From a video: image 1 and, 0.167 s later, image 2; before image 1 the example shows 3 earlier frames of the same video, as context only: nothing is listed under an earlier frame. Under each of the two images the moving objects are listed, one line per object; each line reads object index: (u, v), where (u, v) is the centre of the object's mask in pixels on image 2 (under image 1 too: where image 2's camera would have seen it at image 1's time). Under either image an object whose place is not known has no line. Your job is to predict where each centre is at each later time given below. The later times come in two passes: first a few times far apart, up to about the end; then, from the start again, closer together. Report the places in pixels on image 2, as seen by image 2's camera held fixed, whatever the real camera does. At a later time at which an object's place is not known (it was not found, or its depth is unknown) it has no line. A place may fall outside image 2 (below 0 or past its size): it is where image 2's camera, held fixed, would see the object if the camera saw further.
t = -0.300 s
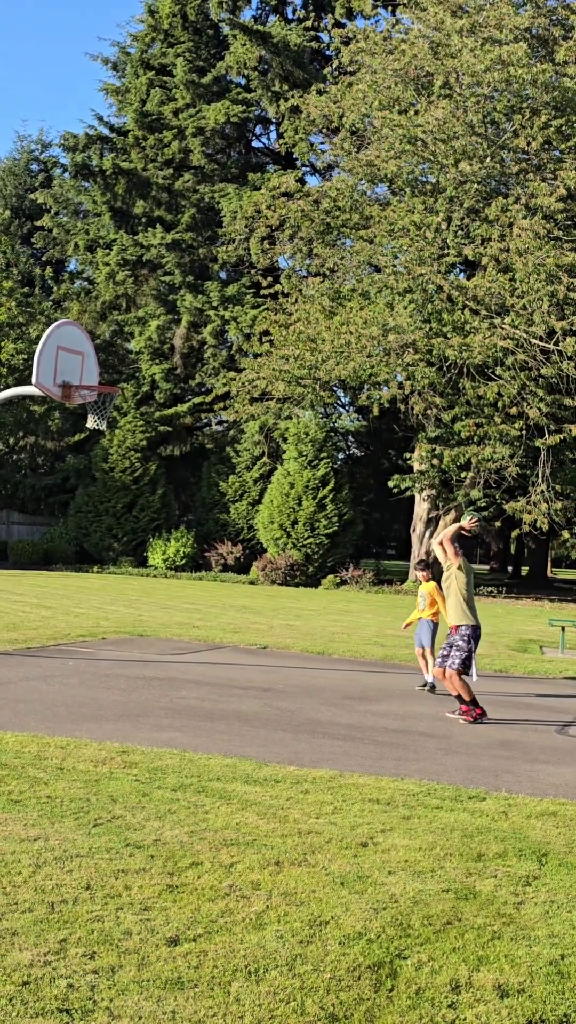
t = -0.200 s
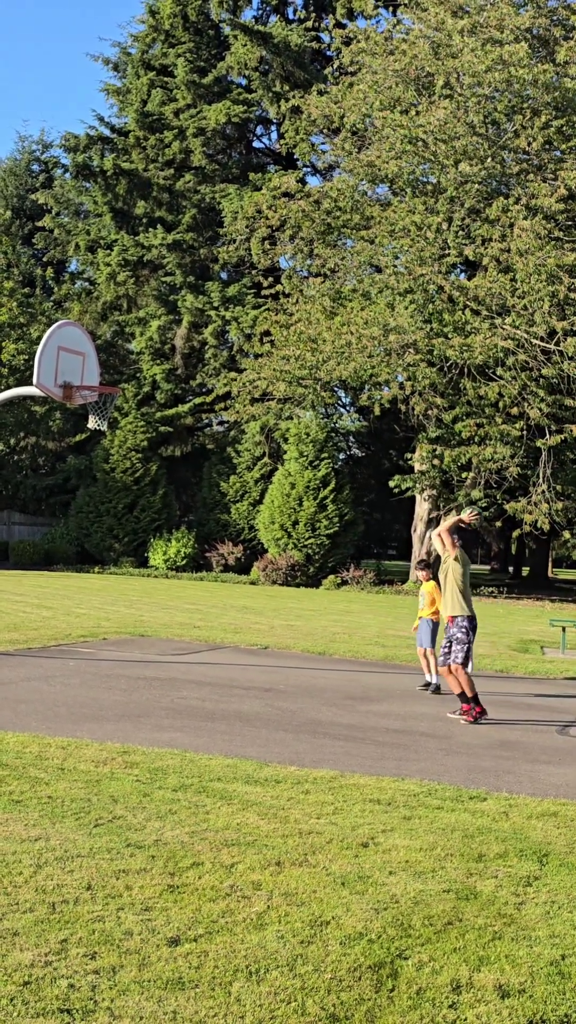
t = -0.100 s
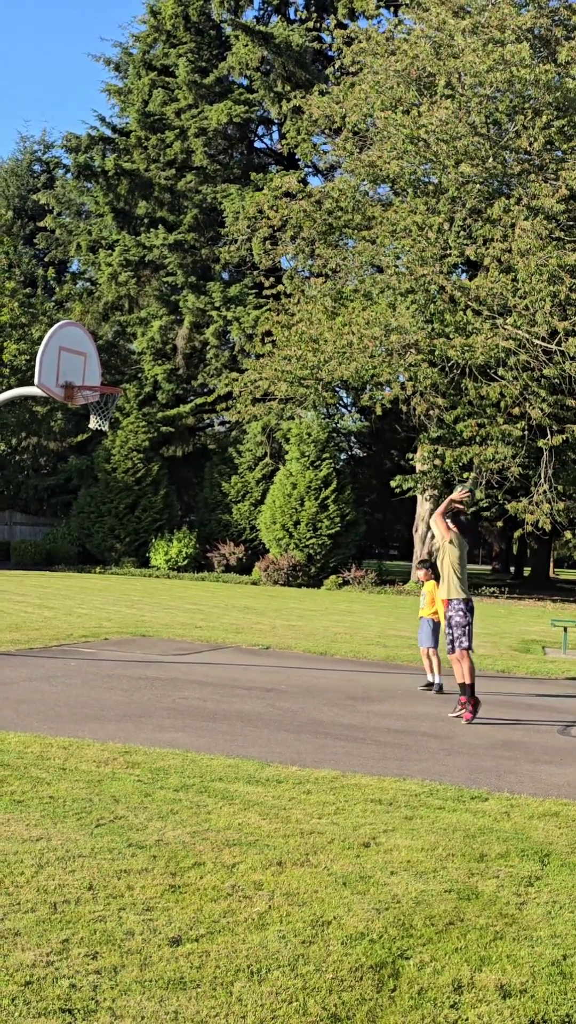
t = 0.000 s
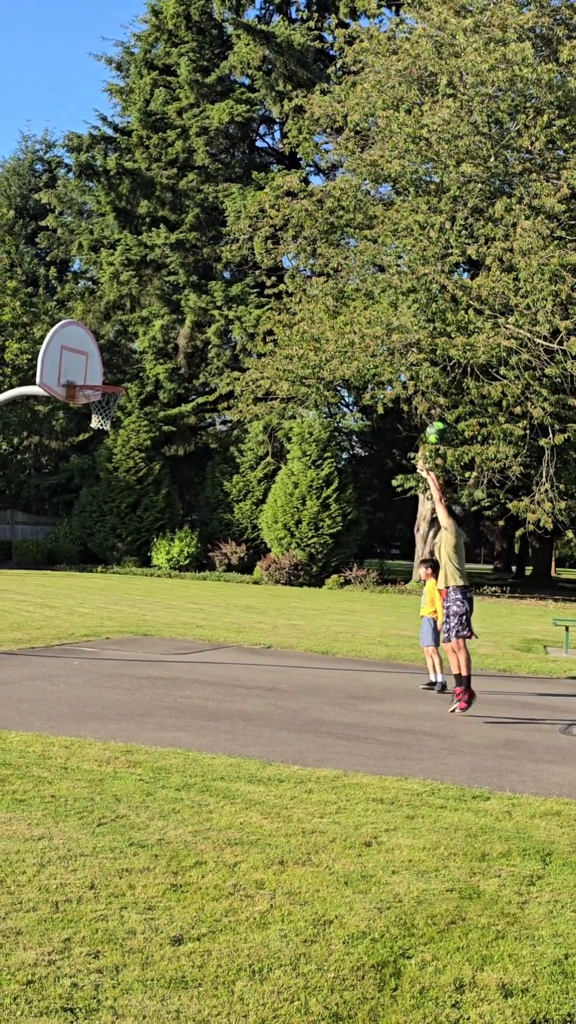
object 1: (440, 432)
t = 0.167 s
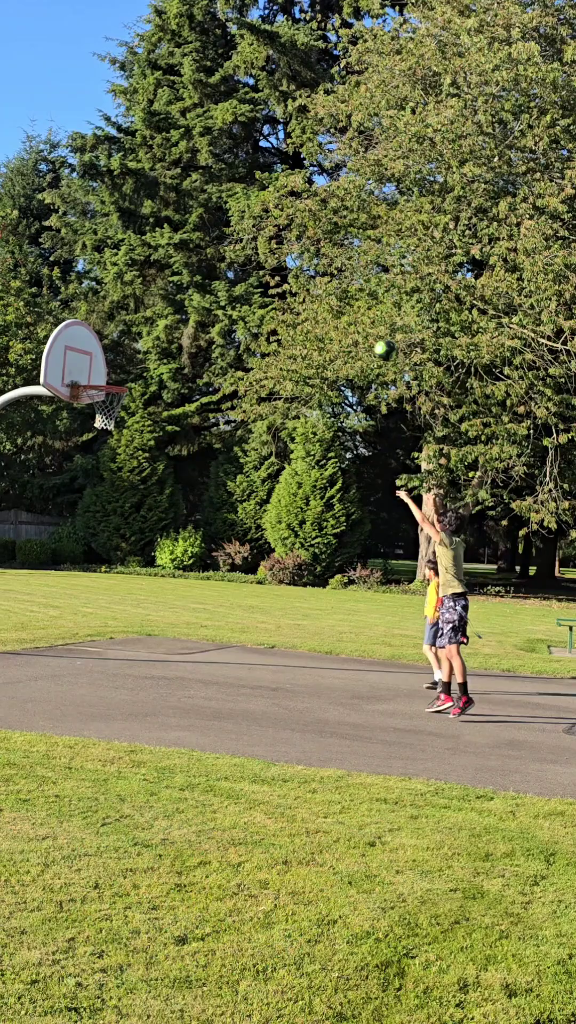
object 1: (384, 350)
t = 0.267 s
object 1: (352, 317)
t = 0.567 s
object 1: (260, 278)
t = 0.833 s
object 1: (181, 314)
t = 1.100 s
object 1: (129, 399)
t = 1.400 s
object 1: (115, 501)
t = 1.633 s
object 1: (109, 625)
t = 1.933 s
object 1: (119, 578)
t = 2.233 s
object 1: (128, 561)
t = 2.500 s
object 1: (135, 604)
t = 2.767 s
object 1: (142, 616)
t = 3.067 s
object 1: (151, 615)
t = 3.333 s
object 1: (159, 620)
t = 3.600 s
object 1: (165, 630)
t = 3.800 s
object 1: (171, 625)
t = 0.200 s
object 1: (374, 338)
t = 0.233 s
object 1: (363, 326)
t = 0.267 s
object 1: (352, 317)
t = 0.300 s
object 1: (342, 307)
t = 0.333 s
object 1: (331, 300)
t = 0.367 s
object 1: (321, 293)
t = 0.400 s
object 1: (311, 288)
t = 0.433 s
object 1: (299, 284)
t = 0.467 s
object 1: (288, 282)
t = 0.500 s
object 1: (279, 279)
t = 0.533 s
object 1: (270, 278)
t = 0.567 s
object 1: (260, 278)
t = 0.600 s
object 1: (251, 279)
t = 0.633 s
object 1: (240, 281)
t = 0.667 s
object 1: (230, 285)
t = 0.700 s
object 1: (221, 288)
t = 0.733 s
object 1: (211, 294)
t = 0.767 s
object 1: (200, 300)
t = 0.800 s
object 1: (192, 308)
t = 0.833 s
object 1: (181, 314)
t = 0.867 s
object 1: (171, 323)
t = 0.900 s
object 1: (163, 333)
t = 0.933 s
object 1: (153, 344)
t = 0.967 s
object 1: (145, 356)
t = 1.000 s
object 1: (137, 370)
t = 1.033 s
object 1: (130, 379)
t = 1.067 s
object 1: (129, 386)
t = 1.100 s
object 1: (129, 399)
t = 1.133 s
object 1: (129, 403)
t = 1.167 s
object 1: (122, 417)
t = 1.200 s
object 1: (122, 426)
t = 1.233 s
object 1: (119, 436)
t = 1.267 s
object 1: (119, 448)
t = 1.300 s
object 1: (117, 461)
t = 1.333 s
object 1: (117, 474)
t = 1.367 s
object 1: (117, 487)
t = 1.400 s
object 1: (115, 501)
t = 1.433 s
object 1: (115, 517)
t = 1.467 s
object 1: (112, 533)
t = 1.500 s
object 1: (112, 550)
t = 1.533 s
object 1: (111, 568)
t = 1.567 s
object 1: (111, 586)
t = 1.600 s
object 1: (110, 605)
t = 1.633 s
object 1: (109, 625)
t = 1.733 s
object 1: (110, 628)
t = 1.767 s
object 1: (112, 617)
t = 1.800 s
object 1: (114, 607)
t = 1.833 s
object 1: (115, 598)
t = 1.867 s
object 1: (117, 591)
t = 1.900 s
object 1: (118, 583)
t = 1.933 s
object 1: (119, 578)
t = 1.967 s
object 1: (121, 571)
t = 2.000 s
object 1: (122, 567)
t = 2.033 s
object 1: (123, 564)
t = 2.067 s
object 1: (123, 561)
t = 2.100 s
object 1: (124, 559)
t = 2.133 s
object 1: (125, 559)
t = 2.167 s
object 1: (126, 559)
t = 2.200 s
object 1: (127, 559)
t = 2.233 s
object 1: (128, 561)
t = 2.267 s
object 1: (129, 563)
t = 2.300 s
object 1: (132, 565)
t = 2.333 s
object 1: (132, 571)
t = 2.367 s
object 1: (132, 576)
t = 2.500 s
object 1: (135, 604)
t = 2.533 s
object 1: (135, 613)
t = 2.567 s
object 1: (135, 623)
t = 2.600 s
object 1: (136, 633)
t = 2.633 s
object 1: (136, 637)
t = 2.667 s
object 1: (138, 630)
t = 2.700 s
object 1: (139, 625)
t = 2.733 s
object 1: (141, 620)
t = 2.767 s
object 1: (142, 616)
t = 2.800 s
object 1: (143, 613)
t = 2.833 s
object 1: (145, 610)
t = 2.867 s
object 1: (146, 609)
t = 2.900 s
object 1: (147, 607)
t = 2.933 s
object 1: (148, 607)
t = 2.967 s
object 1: (149, 609)
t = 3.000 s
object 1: (150, 610)
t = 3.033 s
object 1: (150, 612)
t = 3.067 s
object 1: (151, 615)
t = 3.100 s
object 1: (153, 619)
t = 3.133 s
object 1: (153, 624)
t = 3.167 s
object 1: (154, 630)
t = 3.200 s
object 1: (155, 633)
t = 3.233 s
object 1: (156, 629)
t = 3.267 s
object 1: (157, 626)
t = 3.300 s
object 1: (158, 623)
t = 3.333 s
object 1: (159, 620)
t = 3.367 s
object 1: (159, 619)
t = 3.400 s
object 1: (161, 618)
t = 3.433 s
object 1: (161, 619)
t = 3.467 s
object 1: (162, 620)
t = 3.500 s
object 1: (162, 622)
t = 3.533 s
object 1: (163, 624)
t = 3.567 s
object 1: (164, 627)
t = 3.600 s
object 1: (165, 630)
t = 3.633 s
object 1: (166, 629)
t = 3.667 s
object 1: (167, 627)
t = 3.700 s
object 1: (168, 625)
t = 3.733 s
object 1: (169, 625)
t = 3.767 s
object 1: (170, 625)
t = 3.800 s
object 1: (171, 625)
